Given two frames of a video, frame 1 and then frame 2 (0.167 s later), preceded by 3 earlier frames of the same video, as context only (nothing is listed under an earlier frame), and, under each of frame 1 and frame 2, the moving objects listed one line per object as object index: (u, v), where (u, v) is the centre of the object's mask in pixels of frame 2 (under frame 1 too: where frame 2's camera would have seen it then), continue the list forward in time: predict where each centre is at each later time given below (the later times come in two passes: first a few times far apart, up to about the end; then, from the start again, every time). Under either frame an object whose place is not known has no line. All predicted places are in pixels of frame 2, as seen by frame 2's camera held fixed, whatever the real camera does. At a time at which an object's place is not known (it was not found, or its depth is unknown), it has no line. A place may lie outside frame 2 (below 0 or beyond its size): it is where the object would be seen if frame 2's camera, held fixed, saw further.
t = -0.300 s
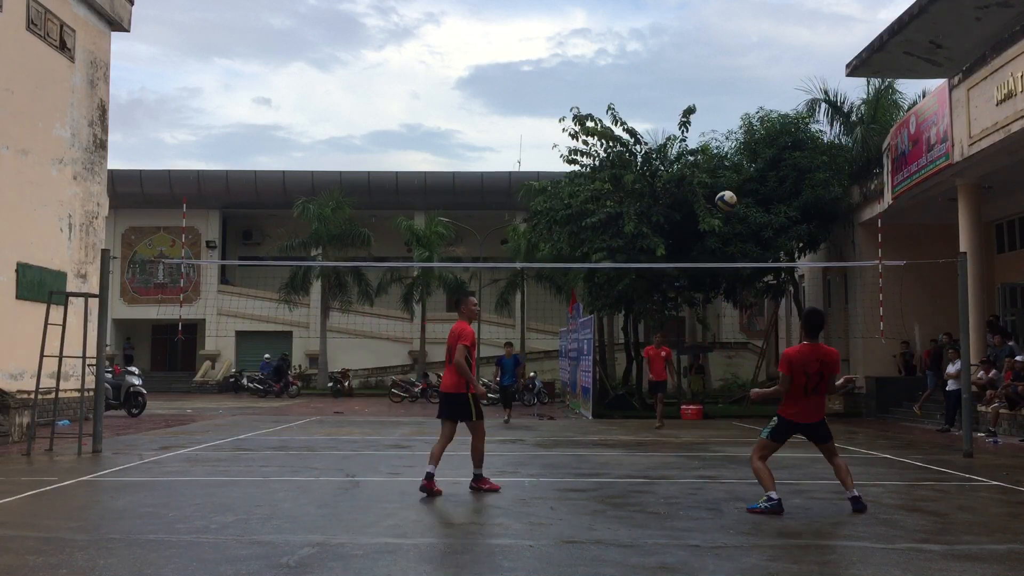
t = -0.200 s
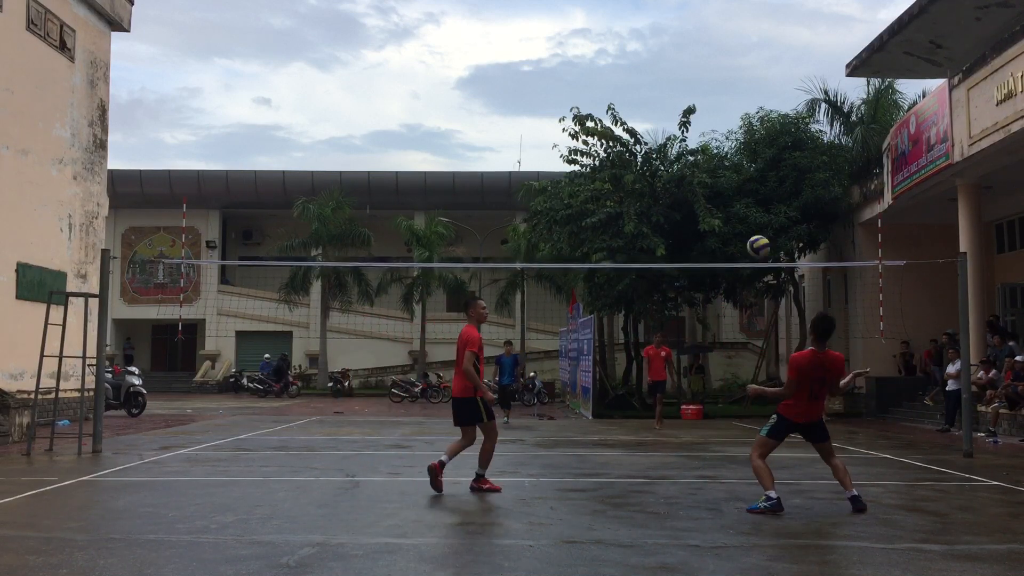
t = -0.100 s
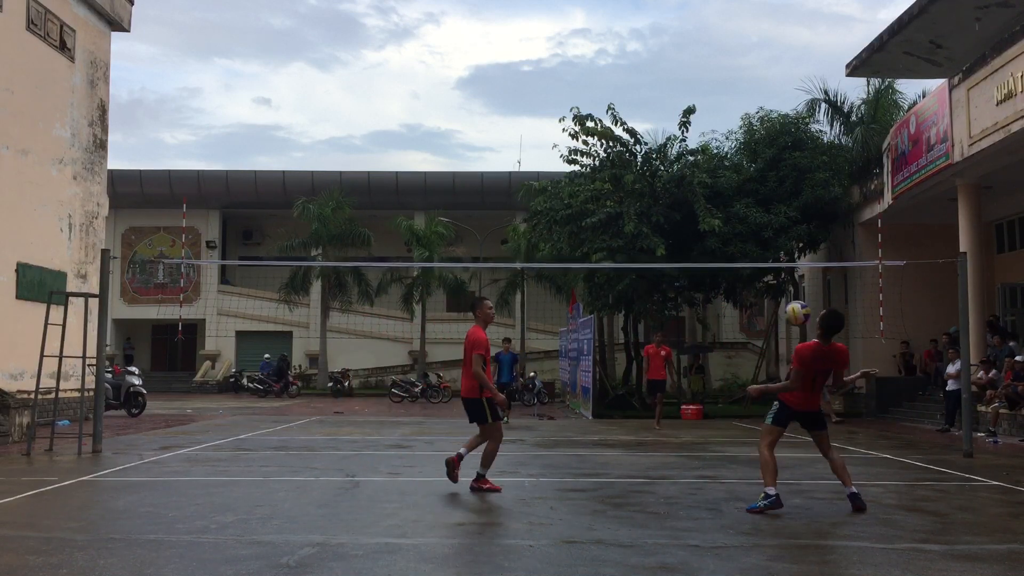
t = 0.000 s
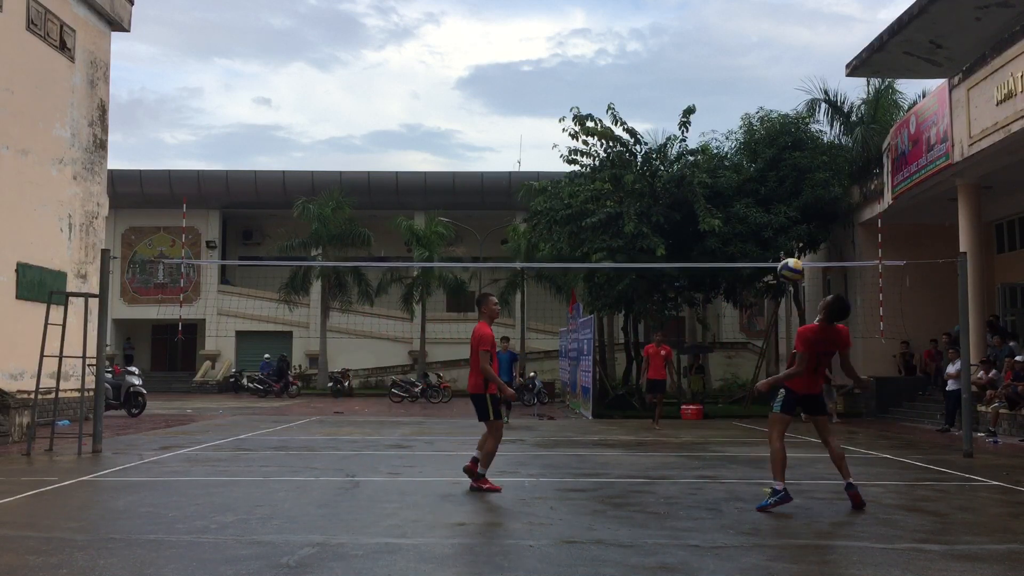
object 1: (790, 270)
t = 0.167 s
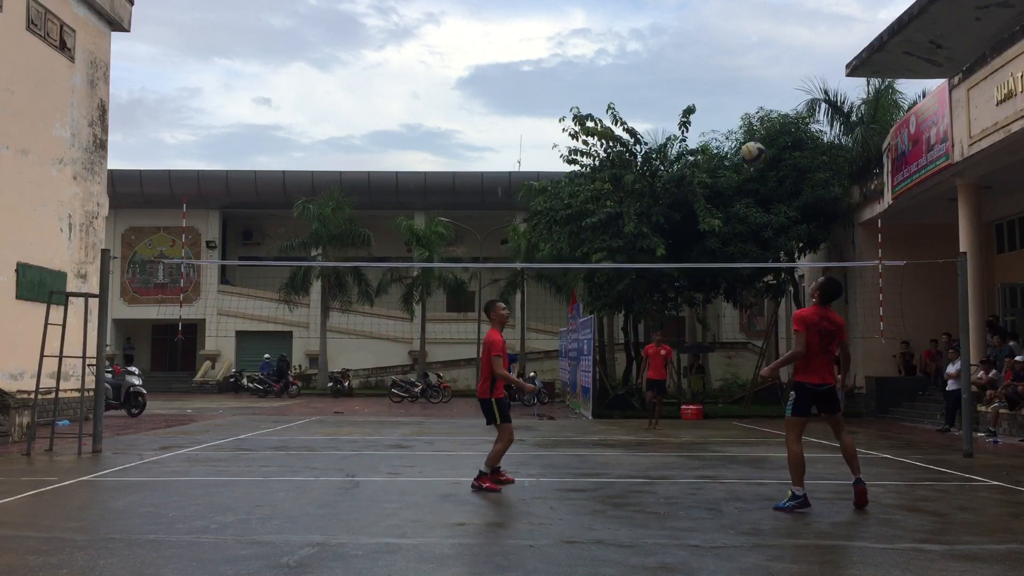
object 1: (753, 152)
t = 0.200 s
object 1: (746, 135)
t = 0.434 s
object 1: (697, 40)
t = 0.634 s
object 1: (657, 10)
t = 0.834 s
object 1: (619, 22)
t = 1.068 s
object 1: (577, 91)
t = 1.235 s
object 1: (548, 175)
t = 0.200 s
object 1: (746, 135)
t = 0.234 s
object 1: (738, 117)
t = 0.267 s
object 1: (731, 101)
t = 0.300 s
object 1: (724, 86)
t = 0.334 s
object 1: (717, 73)
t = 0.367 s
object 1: (710, 61)
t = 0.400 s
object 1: (703, 50)
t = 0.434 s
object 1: (697, 40)
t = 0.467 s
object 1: (690, 32)
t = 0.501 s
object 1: (683, 25)
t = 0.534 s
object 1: (677, 19)
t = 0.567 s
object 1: (670, 14)
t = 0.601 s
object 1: (663, 11)
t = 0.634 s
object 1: (657, 10)
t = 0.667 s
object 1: (651, 9)
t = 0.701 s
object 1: (644, 10)
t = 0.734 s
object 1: (638, 10)
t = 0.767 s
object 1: (632, 13)
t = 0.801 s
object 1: (625, 17)
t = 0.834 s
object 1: (619, 22)
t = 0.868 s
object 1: (613, 28)
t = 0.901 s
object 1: (607, 36)
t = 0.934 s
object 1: (600, 44)
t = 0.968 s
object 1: (595, 54)
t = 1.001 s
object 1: (588, 66)
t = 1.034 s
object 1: (582, 78)
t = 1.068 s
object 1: (577, 91)
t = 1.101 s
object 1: (571, 106)
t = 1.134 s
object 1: (565, 121)
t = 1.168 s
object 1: (559, 138)
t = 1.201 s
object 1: (553, 156)
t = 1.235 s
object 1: (548, 175)
